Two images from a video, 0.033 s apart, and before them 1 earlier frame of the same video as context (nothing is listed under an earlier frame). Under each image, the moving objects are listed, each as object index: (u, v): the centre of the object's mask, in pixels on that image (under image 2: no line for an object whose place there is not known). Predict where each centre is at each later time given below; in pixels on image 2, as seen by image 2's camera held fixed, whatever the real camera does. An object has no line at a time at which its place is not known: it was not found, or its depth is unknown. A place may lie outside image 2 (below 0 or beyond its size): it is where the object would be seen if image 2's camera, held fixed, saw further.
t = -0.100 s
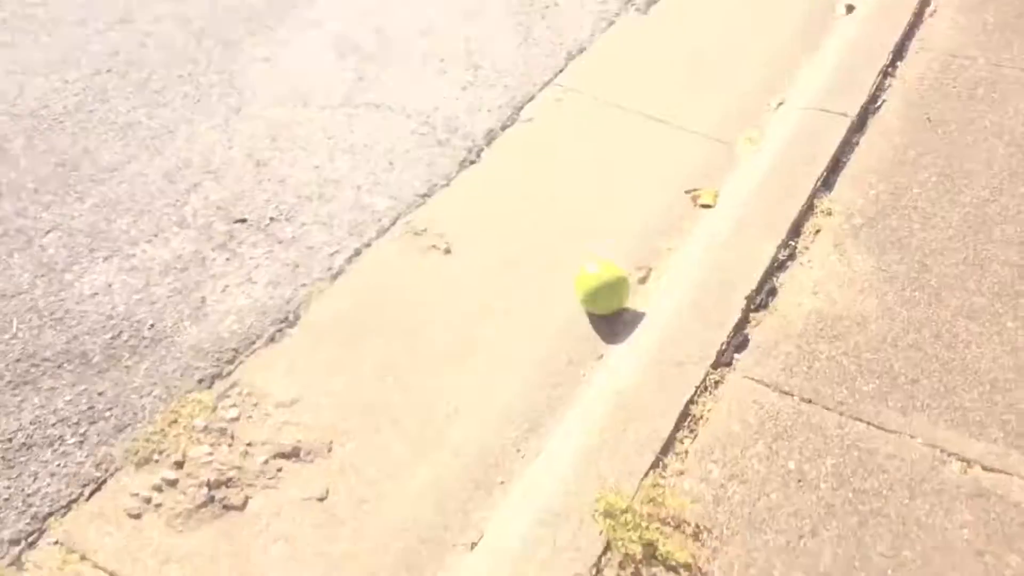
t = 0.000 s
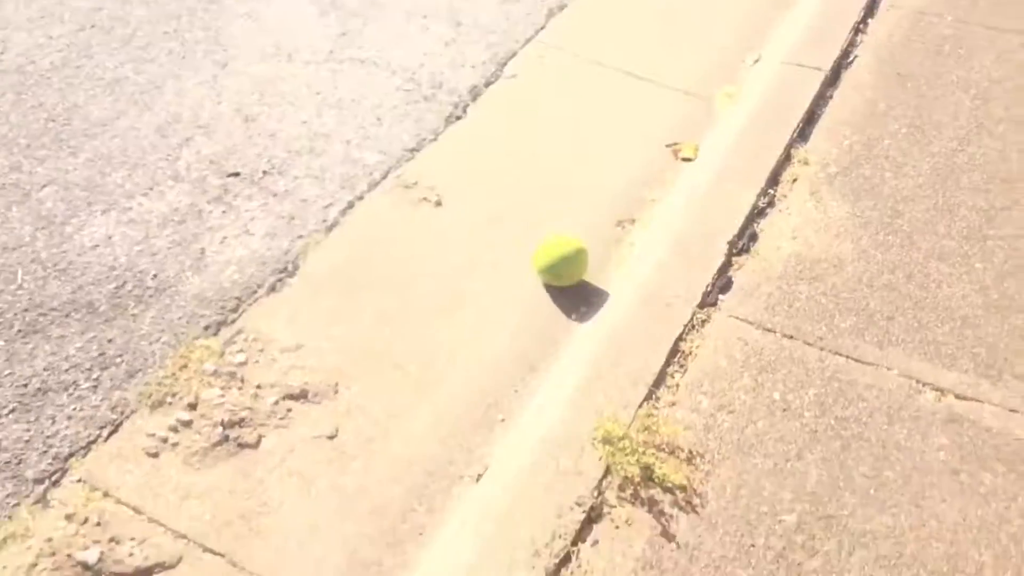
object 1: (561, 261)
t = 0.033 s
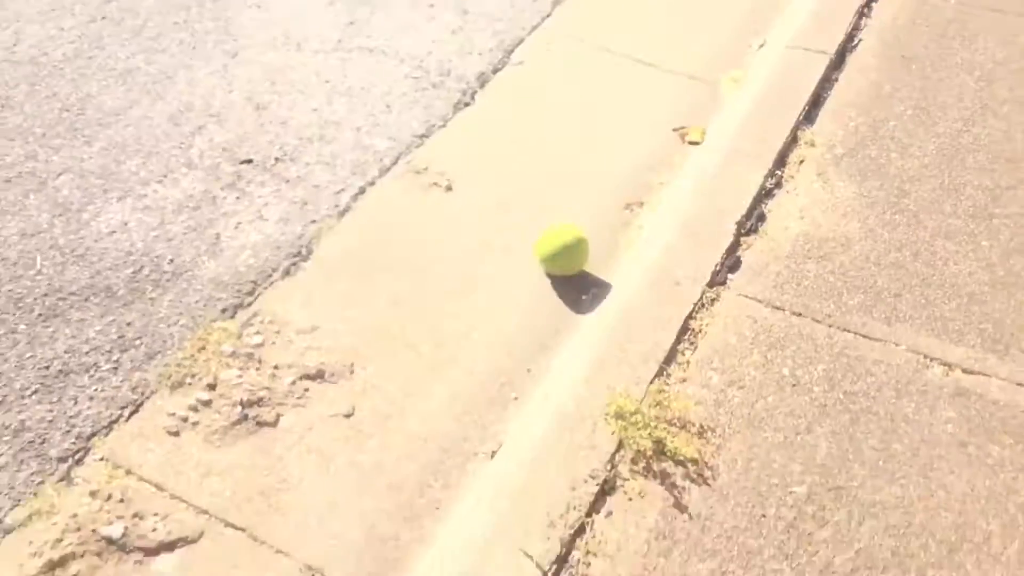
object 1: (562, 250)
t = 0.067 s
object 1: (552, 260)
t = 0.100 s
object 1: (544, 268)
